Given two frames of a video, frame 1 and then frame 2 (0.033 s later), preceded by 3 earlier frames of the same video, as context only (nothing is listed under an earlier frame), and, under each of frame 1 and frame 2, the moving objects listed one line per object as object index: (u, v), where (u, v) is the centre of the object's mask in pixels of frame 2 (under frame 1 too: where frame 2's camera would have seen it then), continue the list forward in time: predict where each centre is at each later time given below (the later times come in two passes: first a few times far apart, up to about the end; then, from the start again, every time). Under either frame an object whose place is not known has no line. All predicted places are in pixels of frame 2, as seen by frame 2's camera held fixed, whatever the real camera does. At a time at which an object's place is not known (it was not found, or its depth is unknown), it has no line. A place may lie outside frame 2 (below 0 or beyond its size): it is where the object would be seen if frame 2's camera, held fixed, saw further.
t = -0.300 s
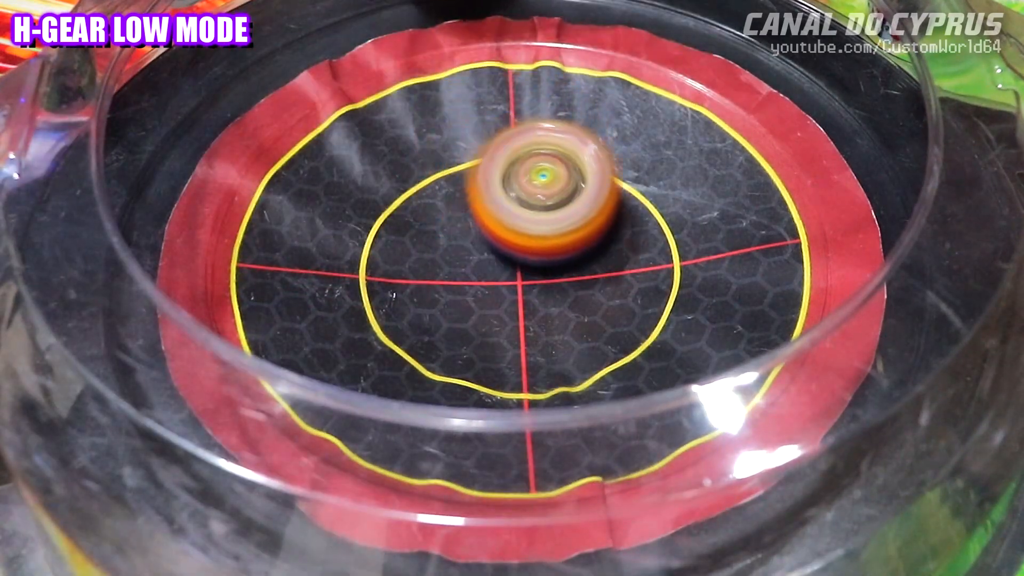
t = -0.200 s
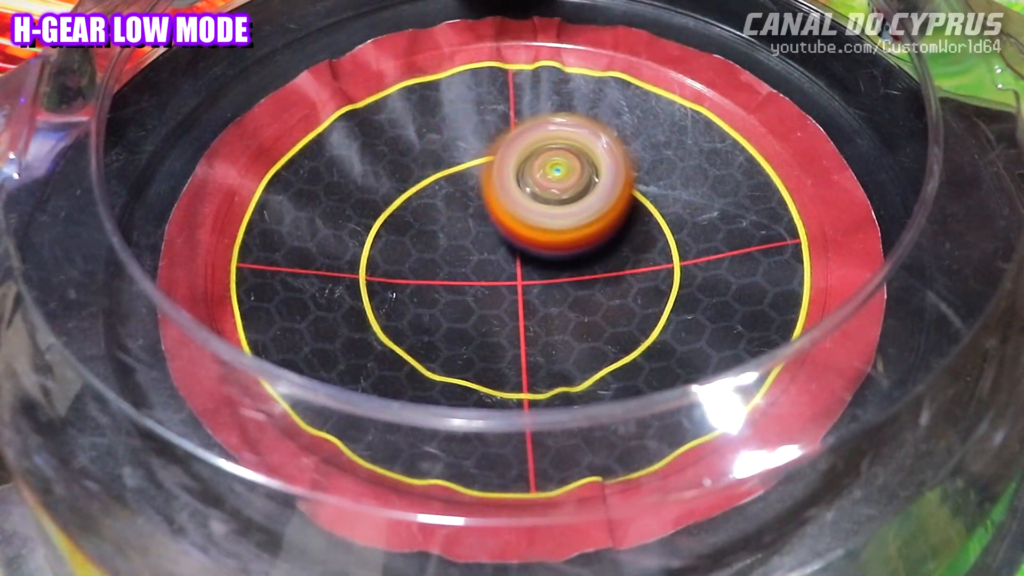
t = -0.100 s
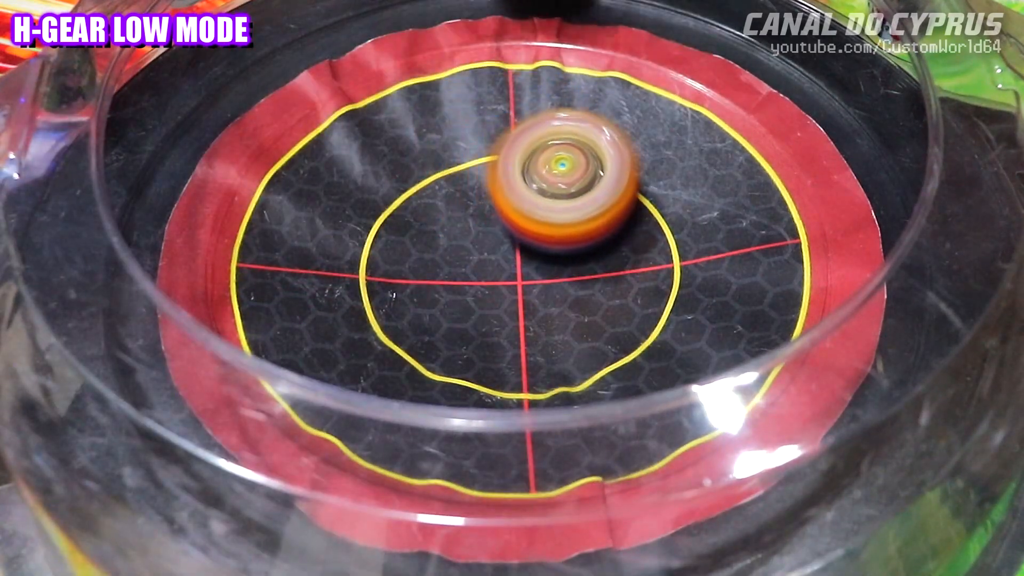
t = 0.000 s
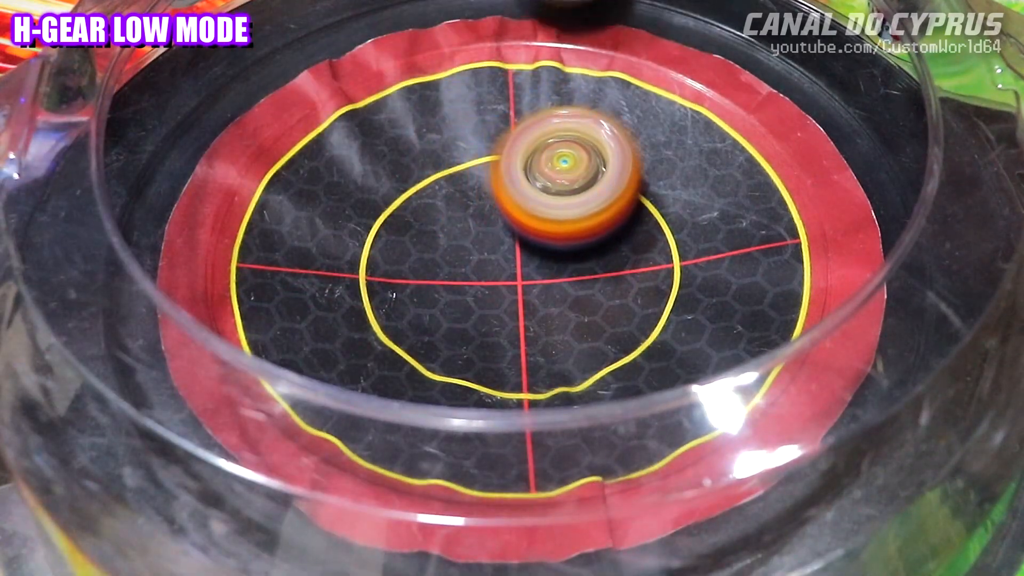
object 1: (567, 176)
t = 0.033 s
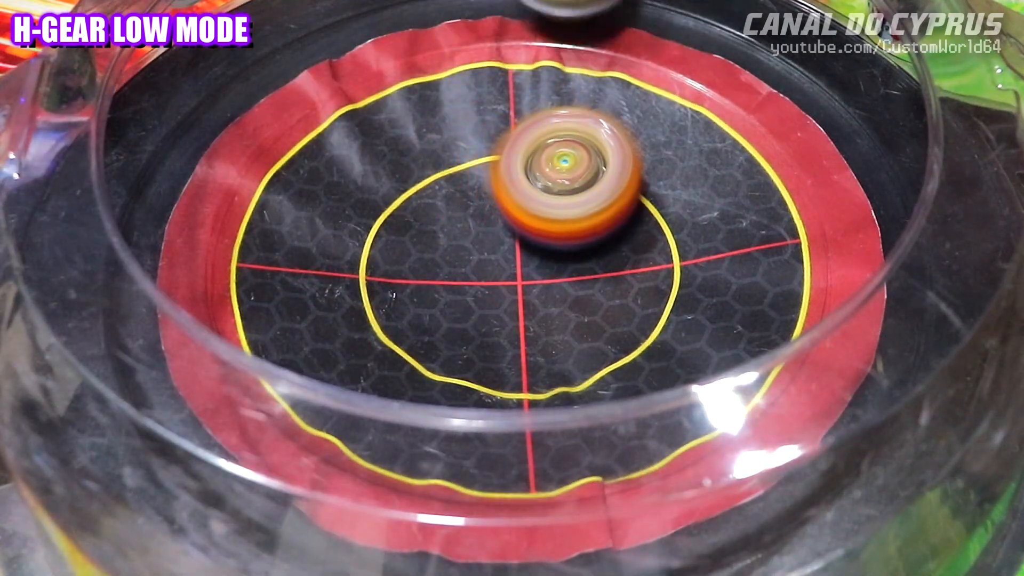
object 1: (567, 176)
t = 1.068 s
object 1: (585, 208)
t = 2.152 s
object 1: (511, 314)
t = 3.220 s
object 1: (441, 245)
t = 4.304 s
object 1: (648, 264)
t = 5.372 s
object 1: (596, 251)
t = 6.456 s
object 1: (336, 286)
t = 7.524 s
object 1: (446, 129)
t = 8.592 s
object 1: (670, 199)
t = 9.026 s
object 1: (633, 293)
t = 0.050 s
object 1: (567, 176)
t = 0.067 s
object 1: (567, 176)
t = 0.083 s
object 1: (567, 176)
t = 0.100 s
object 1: (567, 176)
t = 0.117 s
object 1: (567, 176)
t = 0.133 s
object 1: (567, 176)
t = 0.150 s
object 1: (567, 177)
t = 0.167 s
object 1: (567, 177)
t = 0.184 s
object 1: (567, 178)
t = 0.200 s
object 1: (567, 179)
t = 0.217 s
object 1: (566, 180)
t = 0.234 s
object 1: (564, 184)
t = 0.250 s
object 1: (558, 199)
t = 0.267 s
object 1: (553, 213)
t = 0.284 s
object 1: (550, 227)
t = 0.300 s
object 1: (551, 237)
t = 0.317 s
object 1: (553, 245)
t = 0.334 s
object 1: (556, 254)
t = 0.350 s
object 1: (561, 260)
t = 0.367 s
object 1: (566, 267)
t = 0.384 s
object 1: (573, 272)
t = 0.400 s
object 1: (582, 276)
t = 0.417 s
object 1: (594, 279)
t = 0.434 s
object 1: (604, 281)
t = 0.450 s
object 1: (616, 281)
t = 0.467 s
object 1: (631, 280)
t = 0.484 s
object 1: (643, 277)
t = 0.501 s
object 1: (656, 273)
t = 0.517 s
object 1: (668, 269)
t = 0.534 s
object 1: (679, 264)
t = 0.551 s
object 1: (688, 259)
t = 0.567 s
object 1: (697, 254)
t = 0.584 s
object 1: (704, 250)
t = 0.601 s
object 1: (711, 245)
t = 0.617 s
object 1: (716, 241)
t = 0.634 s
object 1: (720, 236)
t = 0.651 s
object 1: (724, 232)
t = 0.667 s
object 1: (727, 227)
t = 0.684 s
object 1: (730, 222)
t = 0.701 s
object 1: (732, 218)
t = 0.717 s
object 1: (733, 213)
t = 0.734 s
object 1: (734, 209)
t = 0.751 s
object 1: (734, 205)
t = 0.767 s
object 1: (734, 201)
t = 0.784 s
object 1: (732, 197)
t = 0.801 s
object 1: (730, 194)
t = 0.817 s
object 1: (726, 190)
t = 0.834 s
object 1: (721, 187)
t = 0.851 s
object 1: (716, 184)
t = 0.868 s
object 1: (709, 182)
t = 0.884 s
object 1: (701, 180)
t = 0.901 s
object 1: (693, 180)
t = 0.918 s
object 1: (683, 181)
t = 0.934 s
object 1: (674, 181)
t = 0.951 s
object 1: (664, 183)
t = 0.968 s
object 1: (653, 185)
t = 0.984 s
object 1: (641, 188)
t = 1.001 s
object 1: (630, 191)
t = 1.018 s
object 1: (619, 195)
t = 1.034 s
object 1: (607, 199)
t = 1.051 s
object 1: (596, 203)
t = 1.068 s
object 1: (585, 208)
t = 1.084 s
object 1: (574, 214)
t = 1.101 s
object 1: (565, 220)
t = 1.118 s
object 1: (556, 228)
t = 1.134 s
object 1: (550, 236)
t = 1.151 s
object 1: (545, 245)
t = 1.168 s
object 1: (542, 254)
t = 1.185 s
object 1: (540, 263)
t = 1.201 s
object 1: (540, 272)
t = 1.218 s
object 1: (542, 281)
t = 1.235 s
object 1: (546, 288)
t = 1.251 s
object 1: (551, 295)
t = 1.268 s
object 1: (557, 301)
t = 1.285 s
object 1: (563, 305)
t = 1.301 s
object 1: (571, 309)
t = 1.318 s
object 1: (577, 311)
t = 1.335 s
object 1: (584, 312)
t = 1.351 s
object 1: (590, 313)
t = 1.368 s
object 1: (596, 313)
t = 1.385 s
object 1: (602, 313)
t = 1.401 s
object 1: (607, 313)
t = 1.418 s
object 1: (611, 313)
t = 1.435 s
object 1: (615, 312)
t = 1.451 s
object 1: (618, 311)
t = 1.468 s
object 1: (622, 309)
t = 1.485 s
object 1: (626, 308)
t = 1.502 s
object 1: (629, 306)
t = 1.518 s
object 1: (632, 304)
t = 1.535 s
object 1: (634, 303)
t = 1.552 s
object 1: (636, 301)
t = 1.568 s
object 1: (638, 299)
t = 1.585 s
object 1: (639, 296)
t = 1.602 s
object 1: (639, 293)
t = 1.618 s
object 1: (638, 290)
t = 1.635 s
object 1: (636, 287)
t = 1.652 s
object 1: (632, 283)
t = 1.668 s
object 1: (628, 281)
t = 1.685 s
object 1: (623, 277)
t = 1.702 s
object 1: (617, 275)
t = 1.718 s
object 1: (610, 272)
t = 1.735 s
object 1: (603, 270)
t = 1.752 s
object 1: (596, 268)
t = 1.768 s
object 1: (590, 266)
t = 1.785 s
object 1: (582, 265)
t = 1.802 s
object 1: (574, 265)
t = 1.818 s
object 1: (567, 265)
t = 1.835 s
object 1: (559, 267)
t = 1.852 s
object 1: (552, 269)
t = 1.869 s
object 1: (546, 272)
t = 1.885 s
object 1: (539, 274)
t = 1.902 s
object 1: (534, 277)
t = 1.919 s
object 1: (528, 280)
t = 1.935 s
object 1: (524, 283)
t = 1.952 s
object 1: (519, 286)
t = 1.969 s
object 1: (516, 289)
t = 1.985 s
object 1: (513, 292)
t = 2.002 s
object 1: (511, 295)
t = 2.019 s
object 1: (510, 298)
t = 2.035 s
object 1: (509, 301)
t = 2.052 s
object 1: (508, 303)
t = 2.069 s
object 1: (508, 305)
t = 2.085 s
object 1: (508, 307)
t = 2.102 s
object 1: (509, 309)
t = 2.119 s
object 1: (509, 311)
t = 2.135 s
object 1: (510, 312)
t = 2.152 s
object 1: (511, 314)
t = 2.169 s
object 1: (512, 315)
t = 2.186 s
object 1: (513, 317)
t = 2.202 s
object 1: (514, 317)
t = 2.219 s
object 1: (515, 318)
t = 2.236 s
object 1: (517, 319)
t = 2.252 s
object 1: (517, 319)
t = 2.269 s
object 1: (519, 320)
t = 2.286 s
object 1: (520, 320)
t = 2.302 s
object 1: (521, 320)
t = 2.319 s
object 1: (522, 320)
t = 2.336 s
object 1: (523, 319)
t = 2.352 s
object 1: (524, 319)
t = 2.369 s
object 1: (525, 317)
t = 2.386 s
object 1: (525, 315)
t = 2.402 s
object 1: (525, 313)
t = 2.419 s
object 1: (524, 311)
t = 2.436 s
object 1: (523, 309)
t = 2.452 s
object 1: (521, 306)
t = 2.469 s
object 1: (519, 304)
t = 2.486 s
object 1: (518, 302)
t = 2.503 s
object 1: (515, 300)
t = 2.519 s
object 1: (513, 298)
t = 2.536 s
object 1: (510, 296)
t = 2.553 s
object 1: (507, 294)
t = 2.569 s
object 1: (504, 293)
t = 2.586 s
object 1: (500, 292)
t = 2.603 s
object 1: (497, 291)
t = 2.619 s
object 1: (494, 290)
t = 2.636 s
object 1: (491, 289)
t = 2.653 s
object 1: (488, 288)
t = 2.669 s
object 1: (485, 287)
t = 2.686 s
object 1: (482, 287)
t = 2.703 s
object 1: (479, 286)
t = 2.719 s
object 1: (477, 286)
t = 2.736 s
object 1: (474, 285)
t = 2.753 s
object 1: (472, 285)
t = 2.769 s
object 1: (470, 285)
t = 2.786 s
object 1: (468, 284)
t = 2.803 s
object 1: (467, 284)
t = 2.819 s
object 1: (465, 284)
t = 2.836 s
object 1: (464, 284)
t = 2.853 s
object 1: (463, 283)
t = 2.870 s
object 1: (463, 282)
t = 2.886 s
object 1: (468, 281)
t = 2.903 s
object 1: (473, 280)
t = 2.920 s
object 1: (478, 279)
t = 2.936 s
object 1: (480, 278)
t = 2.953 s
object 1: (482, 275)
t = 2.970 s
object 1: (482, 272)
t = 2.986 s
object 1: (482, 267)
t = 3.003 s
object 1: (480, 264)
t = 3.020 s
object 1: (478, 261)
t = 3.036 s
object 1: (475, 258)
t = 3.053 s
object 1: (471, 256)
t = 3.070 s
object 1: (467, 254)
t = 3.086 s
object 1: (465, 254)
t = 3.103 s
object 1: (462, 253)
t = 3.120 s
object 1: (461, 251)
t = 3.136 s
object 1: (458, 250)
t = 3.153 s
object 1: (455, 249)
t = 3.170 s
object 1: (452, 248)
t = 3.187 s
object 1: (448, 247)
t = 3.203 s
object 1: (444, 245)
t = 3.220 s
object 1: (441, 245)
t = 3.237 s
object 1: (438, 244)
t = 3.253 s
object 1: (435, 244)
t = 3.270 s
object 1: (434, 244)
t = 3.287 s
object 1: (432, 244)
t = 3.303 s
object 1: (430, 244)
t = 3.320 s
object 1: (429, 244)
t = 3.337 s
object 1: (427, 245)
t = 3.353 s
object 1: (427, 246)
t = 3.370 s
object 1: (426, 246)
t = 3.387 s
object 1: (425, 247)
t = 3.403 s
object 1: (425, 247)
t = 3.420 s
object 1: (425, 247)
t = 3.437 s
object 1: (425, 248)
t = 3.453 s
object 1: (425, 248)
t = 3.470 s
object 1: (427, 249)
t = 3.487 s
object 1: (428, 249)
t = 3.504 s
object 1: (430, 249)
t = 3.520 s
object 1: (432, 249)
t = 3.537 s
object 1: (434, 248)
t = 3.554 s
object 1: (435, 248)
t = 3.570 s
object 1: (435, 249)
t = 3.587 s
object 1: (432, 252)
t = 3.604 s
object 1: (430, 254)
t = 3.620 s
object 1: (431, 254)
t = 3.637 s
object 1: (434, 255)
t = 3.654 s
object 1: (437, 256)
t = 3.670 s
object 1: (440, 256)
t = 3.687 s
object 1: (443, 259)
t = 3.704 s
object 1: (445, 263)
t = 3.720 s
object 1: (447, 265)
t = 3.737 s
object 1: (450, 265)
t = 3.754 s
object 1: (453, 265)
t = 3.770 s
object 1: (457, 263)
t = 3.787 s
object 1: (462, 263)
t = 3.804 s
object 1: (468, 266)
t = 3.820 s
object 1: (474, 273)
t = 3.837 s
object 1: (480, 281)
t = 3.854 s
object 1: (486, 283)
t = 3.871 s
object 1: (493, 284)
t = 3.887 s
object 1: (500, 283)
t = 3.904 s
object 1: (507, 280)
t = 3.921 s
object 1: (514, 277)
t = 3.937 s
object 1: (520, 273)
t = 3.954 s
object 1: (525, 268)
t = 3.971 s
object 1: (529, 263)
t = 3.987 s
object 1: (533, 257)
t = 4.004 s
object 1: (536, 252)
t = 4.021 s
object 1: (537, 247)
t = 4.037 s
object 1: (538, 242)
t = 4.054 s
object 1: (537, 236)
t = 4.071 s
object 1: (536, 232)
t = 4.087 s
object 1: (534, 227)
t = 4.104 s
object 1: (532, 224)
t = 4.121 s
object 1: (530, 220)
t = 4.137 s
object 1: (540, 226)
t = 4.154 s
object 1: (558, 233)
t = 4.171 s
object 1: (576, 246)
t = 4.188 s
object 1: (589, 253)
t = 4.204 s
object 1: (600, 260)
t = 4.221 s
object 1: (611, 266)
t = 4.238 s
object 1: (621, 270)
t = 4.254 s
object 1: (629, 271)
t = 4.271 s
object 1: (636, 271)
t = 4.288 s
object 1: (642, 268)
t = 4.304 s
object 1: (648, 264)
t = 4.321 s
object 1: (653, 258)
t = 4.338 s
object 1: (658, 250)
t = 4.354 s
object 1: (661, 241)
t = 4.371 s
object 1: (665, 232)
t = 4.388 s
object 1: (667, 223)
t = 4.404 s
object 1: (667, 214)
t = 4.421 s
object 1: (667, 205)
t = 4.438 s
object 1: (666, 197)
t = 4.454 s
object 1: (662, 190)
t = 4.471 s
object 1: (658, 183)
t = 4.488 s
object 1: (653, 176)
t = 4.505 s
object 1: (647, 170)
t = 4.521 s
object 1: (639, 165)
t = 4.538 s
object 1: (632, 160)
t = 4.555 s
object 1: (624, 155)
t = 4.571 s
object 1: (615, 151)
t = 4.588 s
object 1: (606, 149)
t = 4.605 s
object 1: (597, 146)
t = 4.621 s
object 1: (587, 145)
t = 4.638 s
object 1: (576, 143)
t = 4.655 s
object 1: (566, 144)
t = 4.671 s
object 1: (555, 144)
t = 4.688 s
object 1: (543, 146)
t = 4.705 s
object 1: (532, 148)
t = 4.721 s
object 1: (521, 151)
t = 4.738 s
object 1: (510, 156)
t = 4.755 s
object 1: (500, 160)
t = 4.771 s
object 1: (490, 166)
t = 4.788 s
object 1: (481, 173)
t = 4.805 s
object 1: (473, 180)
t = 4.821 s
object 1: (465, 188)
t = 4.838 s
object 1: (459, 196)
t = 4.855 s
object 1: (455, 204)
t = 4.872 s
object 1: (452, 213)
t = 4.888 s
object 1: (451, 222)
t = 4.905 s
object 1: (451, 231)
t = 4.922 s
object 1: (451, 240)
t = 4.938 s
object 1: (454, 248)
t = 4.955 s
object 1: (456, 255)
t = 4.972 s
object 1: (461, 263)
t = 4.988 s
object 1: (467, 270)
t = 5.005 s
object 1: (473, 276)
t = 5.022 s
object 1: (480, 281)
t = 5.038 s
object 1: (488, 285)
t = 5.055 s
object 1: (497, 289)
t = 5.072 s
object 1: (506, 292)
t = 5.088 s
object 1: (514, 294)
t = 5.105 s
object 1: (523, 295)
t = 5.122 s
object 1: (531, 295)
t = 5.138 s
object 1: (540, 295)
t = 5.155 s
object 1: (547, 294)
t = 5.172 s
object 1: (555, 292)
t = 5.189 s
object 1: (562, 290)
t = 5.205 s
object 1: (568, 288)
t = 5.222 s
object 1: (574, 285)
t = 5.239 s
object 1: (579, 282)
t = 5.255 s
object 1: (584, 278)
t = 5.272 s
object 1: (589, 274)
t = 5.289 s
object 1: (592, 269)
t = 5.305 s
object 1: (594, 266)
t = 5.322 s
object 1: (595, 263)
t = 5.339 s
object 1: (596, 259)
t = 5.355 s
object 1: (596, 255)
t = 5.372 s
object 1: (596, 251)
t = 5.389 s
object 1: (595, 247)
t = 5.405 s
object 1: (593, 243)
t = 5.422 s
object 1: (591, 240)
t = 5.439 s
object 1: (589, 237)
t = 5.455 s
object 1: (586, 234)
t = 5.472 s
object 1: (582, 231)
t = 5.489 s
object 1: (578, 229)
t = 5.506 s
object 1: (574, 226)
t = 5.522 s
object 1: (570, 225)
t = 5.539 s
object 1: (565, 224)
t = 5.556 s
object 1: (559, 223)
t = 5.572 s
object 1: (554, 222)
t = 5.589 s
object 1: (549, 221)
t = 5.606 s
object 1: (544, 222)
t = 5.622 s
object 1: (539, 222)
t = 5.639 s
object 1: (534, 223)
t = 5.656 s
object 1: (529, 223)
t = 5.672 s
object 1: (524, 224)
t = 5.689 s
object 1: (519, 225)
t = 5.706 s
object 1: (515, 226)
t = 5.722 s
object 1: (511, 228)
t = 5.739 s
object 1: (507, 230)
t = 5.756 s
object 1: (504, 232)
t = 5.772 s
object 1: (501, 234)
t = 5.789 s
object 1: (497, 236)
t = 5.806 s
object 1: (494, 238)
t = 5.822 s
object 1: (485, 240)
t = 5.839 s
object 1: (471, 241)
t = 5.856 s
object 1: (460, 243)
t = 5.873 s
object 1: (449, 244)
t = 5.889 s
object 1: (442, 246)
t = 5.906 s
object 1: (437, 248)
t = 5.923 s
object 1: (434, 250)
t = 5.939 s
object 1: (433, 255)
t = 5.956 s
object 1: (431, 258)
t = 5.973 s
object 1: (431, 262)
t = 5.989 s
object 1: (432, 266)
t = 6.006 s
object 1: (432, 269)
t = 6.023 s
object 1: (434, 273)
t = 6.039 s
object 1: (436, 276)
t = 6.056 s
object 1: (438, 278)
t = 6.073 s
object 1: (440, 280)
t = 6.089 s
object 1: (443, 282)
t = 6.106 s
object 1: (443, 283)
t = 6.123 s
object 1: (422, 279)
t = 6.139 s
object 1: (403, 274)
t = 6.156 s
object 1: (389, 271)
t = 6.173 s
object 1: (379, 269)
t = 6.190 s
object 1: (370, 267)
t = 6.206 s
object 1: (365, 268)
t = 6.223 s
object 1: (360, 269)
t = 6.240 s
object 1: (356, 271)
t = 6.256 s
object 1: (352, 272)
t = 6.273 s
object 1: (349, 274)
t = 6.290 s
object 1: (346, 276)
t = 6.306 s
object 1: (343, 277)
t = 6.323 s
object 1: (341, 279)
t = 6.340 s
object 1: (339, 281)
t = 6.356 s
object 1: (338, 282)
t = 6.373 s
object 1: (337, 282)
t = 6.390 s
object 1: (337, 283)
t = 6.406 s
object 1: (336, 283)
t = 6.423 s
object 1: (336, 285)
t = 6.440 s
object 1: (336, 285)
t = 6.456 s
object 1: (336, 286)
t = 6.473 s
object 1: (336, 286)
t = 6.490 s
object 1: (337, 287)
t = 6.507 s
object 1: (336, 287)
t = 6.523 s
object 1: (337, 287)
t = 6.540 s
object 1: (337, 287)
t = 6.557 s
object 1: (338, 287)
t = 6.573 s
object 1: (338, 287)
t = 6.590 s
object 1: (339, 287)
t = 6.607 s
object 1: (340, 286)
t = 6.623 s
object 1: (342, 286)
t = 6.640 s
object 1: (336, 281)
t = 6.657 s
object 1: (323, 276)
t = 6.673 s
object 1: (310, 273)
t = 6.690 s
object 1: (301, 265)
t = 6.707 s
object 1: (293, 261)
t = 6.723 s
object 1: (290, 255)
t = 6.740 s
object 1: (292, 250)
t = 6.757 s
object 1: (294, 248)
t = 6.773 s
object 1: (295, 242)
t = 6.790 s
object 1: (297, 240)
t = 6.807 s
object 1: (299, 238)
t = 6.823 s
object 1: (300, 234)
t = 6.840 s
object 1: (304, 232)
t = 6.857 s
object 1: (307, 230)
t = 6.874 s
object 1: (311, 227)
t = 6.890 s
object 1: (314, 224)
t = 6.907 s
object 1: (318, 222)
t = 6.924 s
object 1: (321, 220)
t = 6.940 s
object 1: (324, 217)
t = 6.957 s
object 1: (328, 215)
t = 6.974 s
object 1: (332, 212)
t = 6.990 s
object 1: (335, 209)
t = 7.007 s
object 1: (339, 207)
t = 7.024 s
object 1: (343, 205)
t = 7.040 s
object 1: (347, 202)
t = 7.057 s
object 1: (351, 200)
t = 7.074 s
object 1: (356, 197)
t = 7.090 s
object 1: (360, 195)
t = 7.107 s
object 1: (366, 192)
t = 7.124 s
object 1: (370, 190)
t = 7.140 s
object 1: (374, 187)
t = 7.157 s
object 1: (379, 184)
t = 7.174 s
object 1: (383, 181)
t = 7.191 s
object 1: (387, 177)
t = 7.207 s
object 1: (390, 174)
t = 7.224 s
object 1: (392, 170)
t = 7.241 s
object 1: (395, 166)
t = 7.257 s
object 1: (397, 163)
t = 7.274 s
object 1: (398, 159)
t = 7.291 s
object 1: (401, 154)
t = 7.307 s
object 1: (404, 150)
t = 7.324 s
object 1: (408, 148)
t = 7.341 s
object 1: (412, 146)
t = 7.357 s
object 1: (415, 143)
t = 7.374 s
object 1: (417, 141)
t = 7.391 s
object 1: (421, 139)
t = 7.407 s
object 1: (424, 137)
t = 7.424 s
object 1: (427, 135)
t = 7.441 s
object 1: (430, 134)
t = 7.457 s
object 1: (433, 133)
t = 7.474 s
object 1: (436, 131)
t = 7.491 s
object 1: (439, 130)
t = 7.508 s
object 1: (443, 129)
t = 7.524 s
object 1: (446, 129)
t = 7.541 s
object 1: (449, 127)
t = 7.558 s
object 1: (453, 128)
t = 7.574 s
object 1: (456, 128)
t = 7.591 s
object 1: (460, 127)
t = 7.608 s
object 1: (463, 127)
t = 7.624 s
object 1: (467, 127)
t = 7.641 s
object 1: (471, 127)
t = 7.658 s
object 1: (474, 127)
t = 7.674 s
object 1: (479, 127)
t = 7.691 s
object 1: (483, 127)
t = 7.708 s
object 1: (487, 127)
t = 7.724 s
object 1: (491, 129)
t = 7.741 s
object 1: (496, 130)
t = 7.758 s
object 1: (500, 130)
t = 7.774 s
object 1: (503, 131)
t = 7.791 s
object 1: (507, 131)
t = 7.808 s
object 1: (511, 131)
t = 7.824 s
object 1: (515, 133)
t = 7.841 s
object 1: (518, 134)
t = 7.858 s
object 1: (522, 135)
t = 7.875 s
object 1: (526, 135)
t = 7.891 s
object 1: (529, 136)
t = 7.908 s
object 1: (534, 137)
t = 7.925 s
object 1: (537, 139)
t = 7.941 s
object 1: (541, 139)
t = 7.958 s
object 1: (545, 140)
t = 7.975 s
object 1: (549, 142)
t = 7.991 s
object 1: (555, 143)
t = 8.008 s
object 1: (562, 142)
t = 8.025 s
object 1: (570, 140)
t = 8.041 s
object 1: (577, 140)
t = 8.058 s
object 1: (583, 140)
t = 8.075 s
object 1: (588, 141)
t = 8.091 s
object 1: (592, 142)
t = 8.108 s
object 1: (597, 142)
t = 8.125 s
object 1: (601, 143)
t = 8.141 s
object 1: (604, 143)
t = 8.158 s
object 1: (608, 143)
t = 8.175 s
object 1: (611, 143)
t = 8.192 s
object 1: (615, 144)
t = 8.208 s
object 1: (618, 144)
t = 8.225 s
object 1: (621, 145)
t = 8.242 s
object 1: (624, 145)
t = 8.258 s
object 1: (627, 147)
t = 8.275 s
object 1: (630, 148)
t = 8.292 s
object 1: (632, 149)
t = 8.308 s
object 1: (634, 151)
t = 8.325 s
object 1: (635, 152)
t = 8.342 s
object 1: (637, 154)
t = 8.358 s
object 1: (638, 156)
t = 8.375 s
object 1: (640, 158)
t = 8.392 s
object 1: (641, 160)
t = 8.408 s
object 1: (642, 161)
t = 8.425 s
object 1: (644, 164)
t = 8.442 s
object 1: (646, 165)
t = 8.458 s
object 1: (648, 167)
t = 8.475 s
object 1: (650, 170)
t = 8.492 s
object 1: (652, 173)
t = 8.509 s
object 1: (654, 176)
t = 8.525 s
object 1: (658, 180)
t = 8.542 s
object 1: (664, 185)
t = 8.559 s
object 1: (666, 191)
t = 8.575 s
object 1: (668, 195)
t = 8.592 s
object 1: (670, 199)
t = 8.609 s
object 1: (671, 204)
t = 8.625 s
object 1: (672, 208)
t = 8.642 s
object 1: (673, 211)
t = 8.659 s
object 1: (675, 215)
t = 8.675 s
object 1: (676, 219)
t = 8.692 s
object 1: (676, 223)
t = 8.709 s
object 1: (677, 226)
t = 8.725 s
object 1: (677, 230)
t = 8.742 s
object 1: (676, 234)
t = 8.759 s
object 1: (676, 238)
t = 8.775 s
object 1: (675, 242)
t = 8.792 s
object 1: (673, 245)
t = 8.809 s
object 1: (672, 248)
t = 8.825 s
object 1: (671, 253)
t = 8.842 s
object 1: (668, 255)
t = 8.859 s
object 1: (667, 260)
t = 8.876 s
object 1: (664, 264)
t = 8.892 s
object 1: (661, 265)
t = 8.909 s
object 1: (659, 271)
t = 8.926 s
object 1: (656, 274)
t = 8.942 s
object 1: (653, 278)
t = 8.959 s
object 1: (650, 281)
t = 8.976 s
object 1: (646, 284)
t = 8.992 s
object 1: (642, 287)
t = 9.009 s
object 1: (637, 290)
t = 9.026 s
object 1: (633, 293)
